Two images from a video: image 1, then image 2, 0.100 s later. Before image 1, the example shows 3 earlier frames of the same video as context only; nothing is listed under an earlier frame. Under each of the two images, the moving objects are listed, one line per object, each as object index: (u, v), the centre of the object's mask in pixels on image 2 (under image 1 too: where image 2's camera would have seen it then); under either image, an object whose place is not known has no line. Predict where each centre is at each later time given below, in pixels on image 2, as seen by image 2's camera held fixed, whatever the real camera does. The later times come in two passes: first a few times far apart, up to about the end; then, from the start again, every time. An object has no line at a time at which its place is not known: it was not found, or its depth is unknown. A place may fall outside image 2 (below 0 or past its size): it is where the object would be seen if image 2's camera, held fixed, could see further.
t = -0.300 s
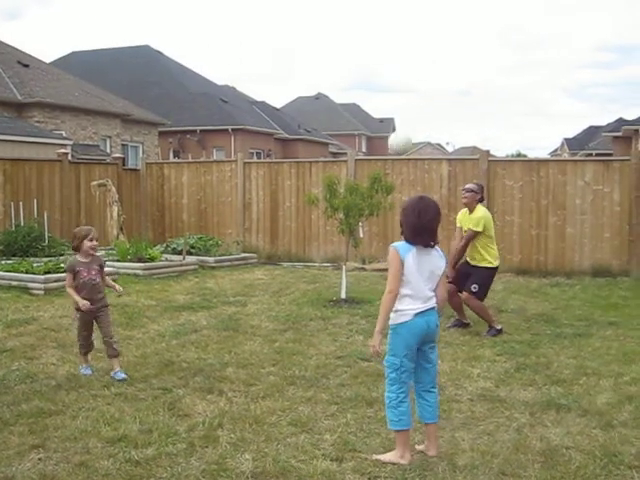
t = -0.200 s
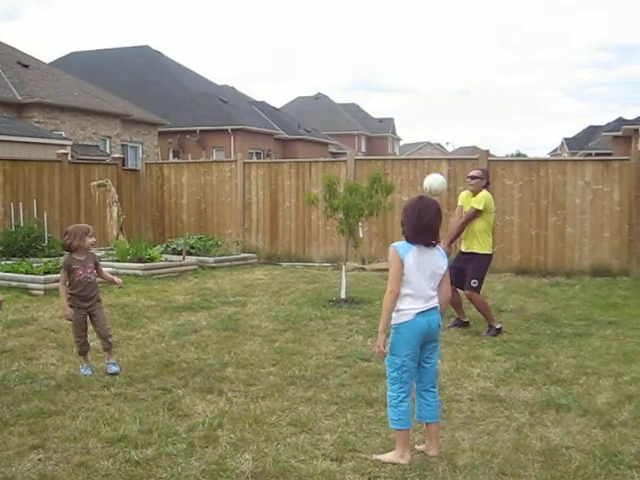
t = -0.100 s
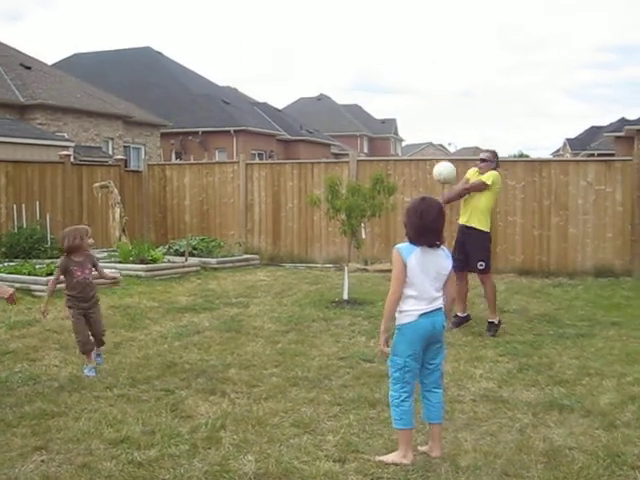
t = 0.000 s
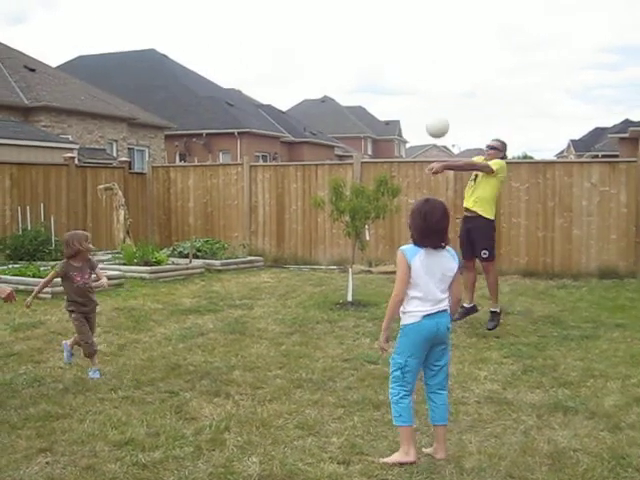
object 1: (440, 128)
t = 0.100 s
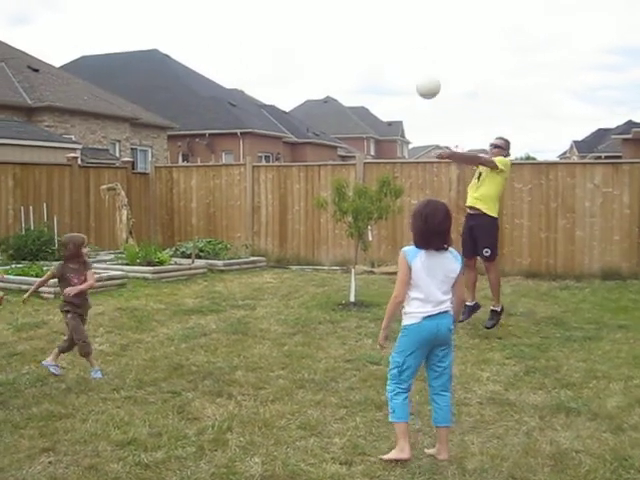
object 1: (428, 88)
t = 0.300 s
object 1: (403, 37)
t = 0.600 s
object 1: (359, 49)
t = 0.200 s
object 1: (416, 57)
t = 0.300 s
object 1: (403, 37)
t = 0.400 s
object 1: (389, 27)
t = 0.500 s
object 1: (375, 30)
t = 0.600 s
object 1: (359, 49)
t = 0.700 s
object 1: (342, 87)
